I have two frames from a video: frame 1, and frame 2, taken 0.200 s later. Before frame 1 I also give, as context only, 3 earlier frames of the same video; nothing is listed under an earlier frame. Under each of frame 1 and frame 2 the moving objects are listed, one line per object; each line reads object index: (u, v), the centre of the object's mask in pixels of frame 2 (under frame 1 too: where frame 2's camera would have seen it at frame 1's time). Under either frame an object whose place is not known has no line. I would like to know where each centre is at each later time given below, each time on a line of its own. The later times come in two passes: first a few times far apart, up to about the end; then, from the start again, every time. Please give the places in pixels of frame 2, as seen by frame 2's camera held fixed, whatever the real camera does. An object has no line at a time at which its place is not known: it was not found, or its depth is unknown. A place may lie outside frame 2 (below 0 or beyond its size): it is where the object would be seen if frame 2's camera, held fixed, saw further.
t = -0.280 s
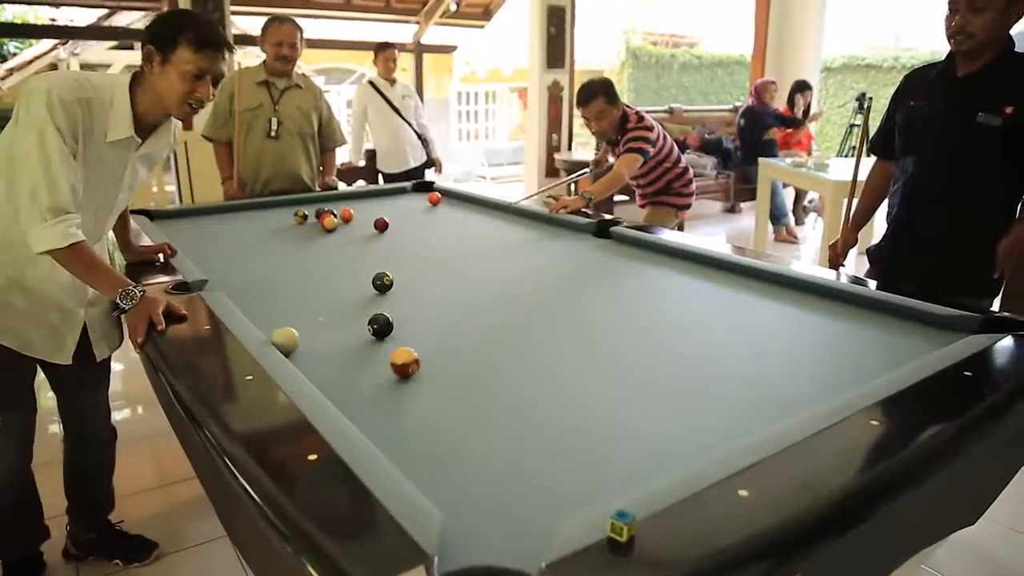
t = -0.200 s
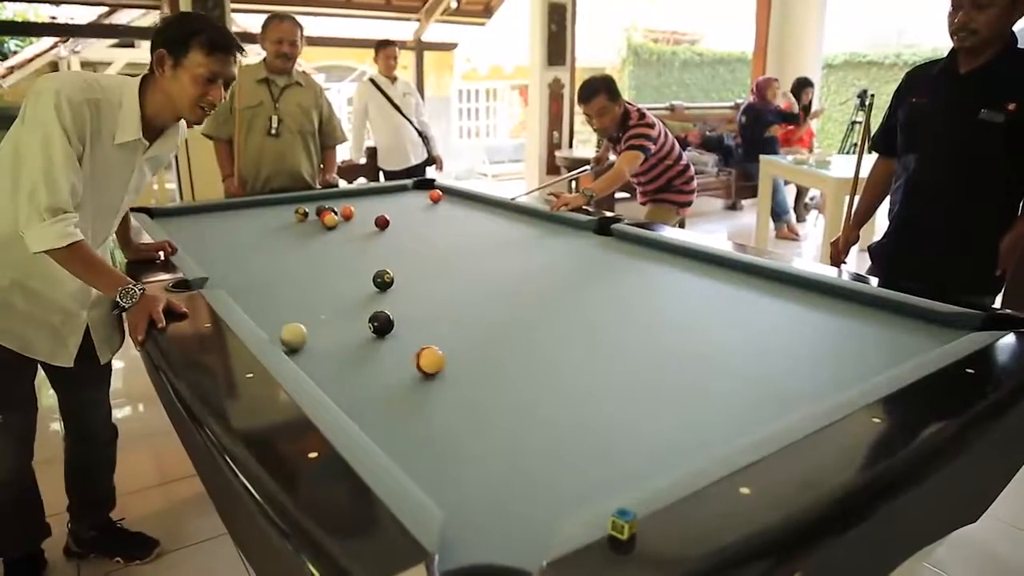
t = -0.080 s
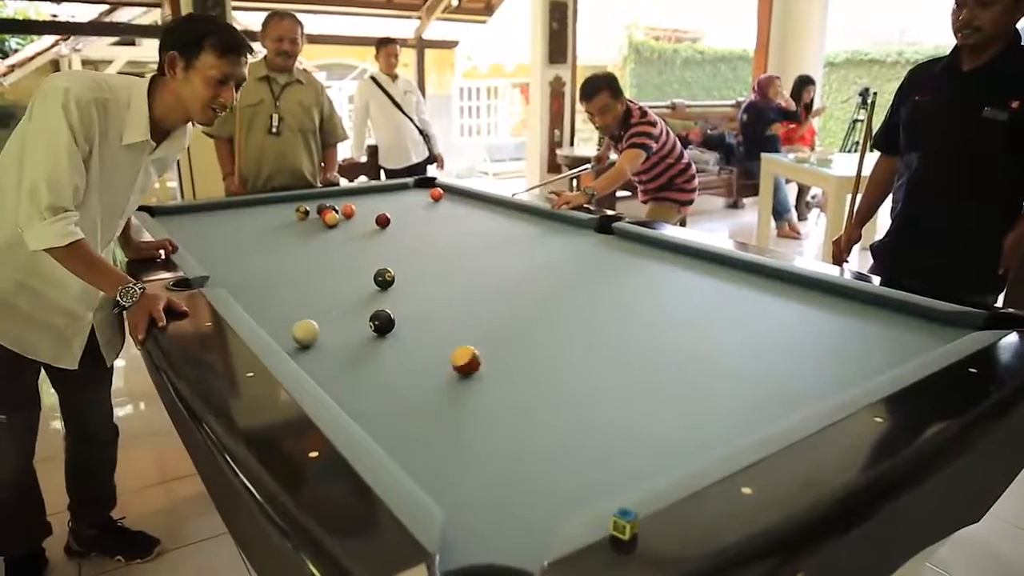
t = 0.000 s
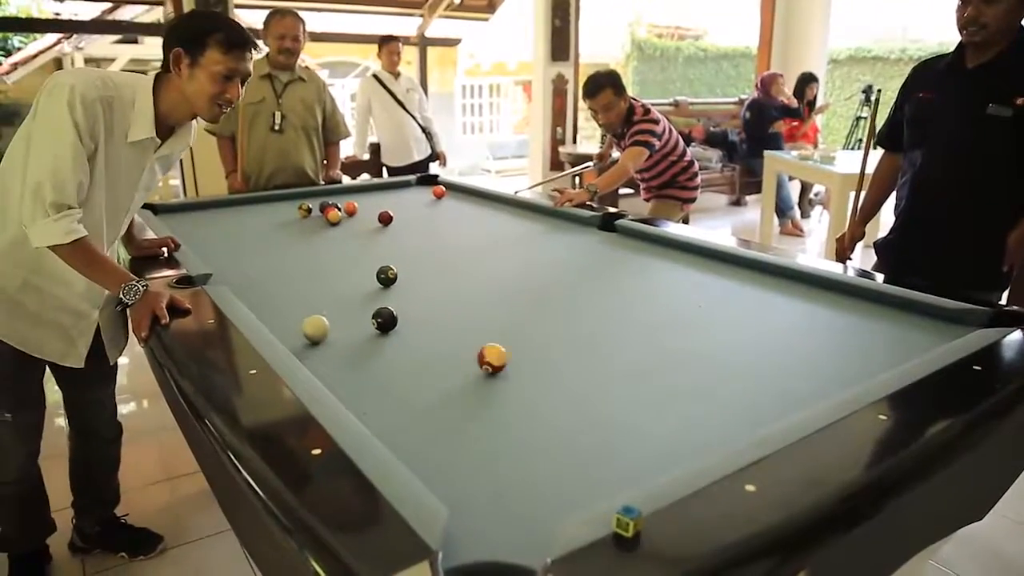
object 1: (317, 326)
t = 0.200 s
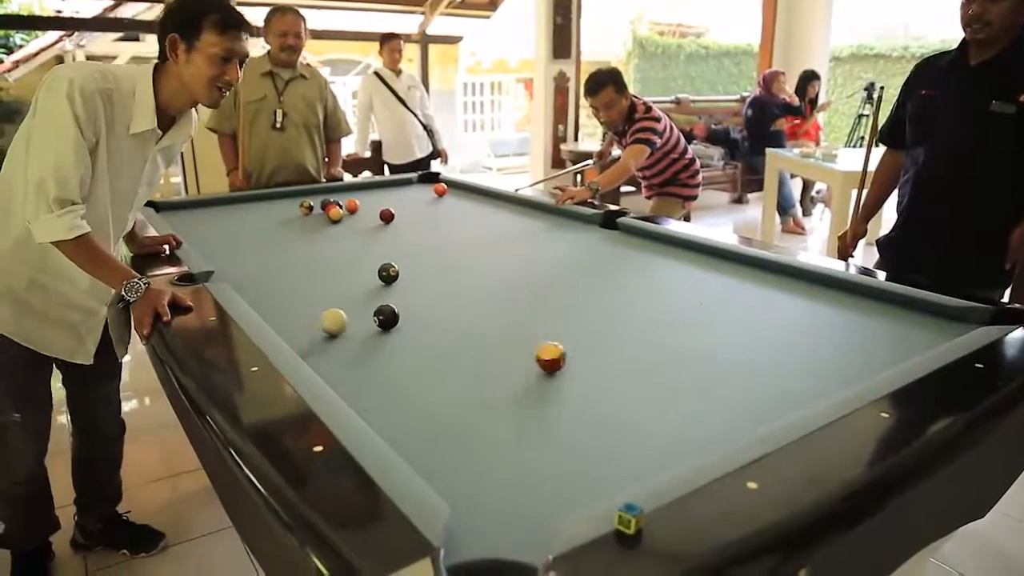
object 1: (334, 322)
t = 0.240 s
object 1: (336, 321)
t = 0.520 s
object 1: (356, 317)
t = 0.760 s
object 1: (363, 315)
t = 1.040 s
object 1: (365, 315)
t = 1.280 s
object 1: (365, 314)
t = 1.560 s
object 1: (364, 315)
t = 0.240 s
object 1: (336, 321)
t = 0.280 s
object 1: (339, 321)
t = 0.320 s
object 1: (342, 320)
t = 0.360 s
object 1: (345, 319)
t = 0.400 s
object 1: (348, 319)
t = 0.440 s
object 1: (351, 319)
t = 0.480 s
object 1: (353, 318)
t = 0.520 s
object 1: (356, 317)
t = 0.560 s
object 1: (358, 317)
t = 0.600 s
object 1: (360, 316)
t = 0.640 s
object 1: (361, 316)
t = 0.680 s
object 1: (362, 316)
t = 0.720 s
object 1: (362, 315)
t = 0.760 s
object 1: (363, 315)
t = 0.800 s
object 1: (364, 315)
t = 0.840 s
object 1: (364, 315)
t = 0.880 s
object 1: (364, 315)
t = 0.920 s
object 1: (365, 315)
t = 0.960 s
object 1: (365, 315)
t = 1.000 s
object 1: (365, 314)
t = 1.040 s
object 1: (365, 315)
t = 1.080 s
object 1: (365, 314)
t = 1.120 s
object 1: (365, 314)
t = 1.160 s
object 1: (365, 314)
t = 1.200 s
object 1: (365, 314)
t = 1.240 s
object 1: (365, 314)
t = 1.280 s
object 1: (365, 314)
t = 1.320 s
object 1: (365, 314)
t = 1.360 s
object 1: (365, 314)
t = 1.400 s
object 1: (365, 314)
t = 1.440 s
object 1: (365, 314)
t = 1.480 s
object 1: (365, 315)
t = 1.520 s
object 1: (365, 315)
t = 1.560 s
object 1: (364, 315)
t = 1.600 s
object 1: (364, 315)
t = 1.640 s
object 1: (364, 315)
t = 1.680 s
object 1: (364, 315)
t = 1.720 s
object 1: (364, 315)
